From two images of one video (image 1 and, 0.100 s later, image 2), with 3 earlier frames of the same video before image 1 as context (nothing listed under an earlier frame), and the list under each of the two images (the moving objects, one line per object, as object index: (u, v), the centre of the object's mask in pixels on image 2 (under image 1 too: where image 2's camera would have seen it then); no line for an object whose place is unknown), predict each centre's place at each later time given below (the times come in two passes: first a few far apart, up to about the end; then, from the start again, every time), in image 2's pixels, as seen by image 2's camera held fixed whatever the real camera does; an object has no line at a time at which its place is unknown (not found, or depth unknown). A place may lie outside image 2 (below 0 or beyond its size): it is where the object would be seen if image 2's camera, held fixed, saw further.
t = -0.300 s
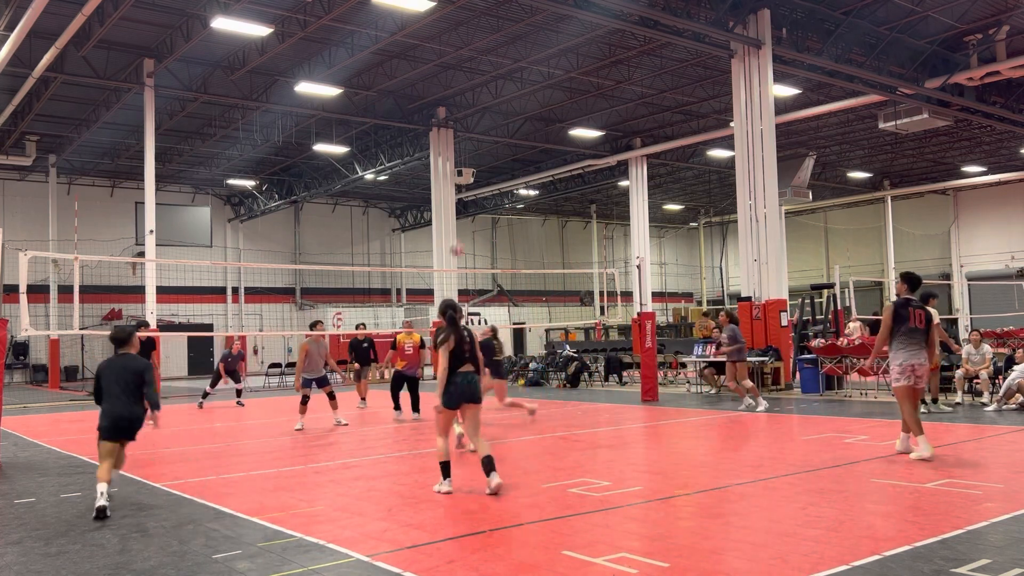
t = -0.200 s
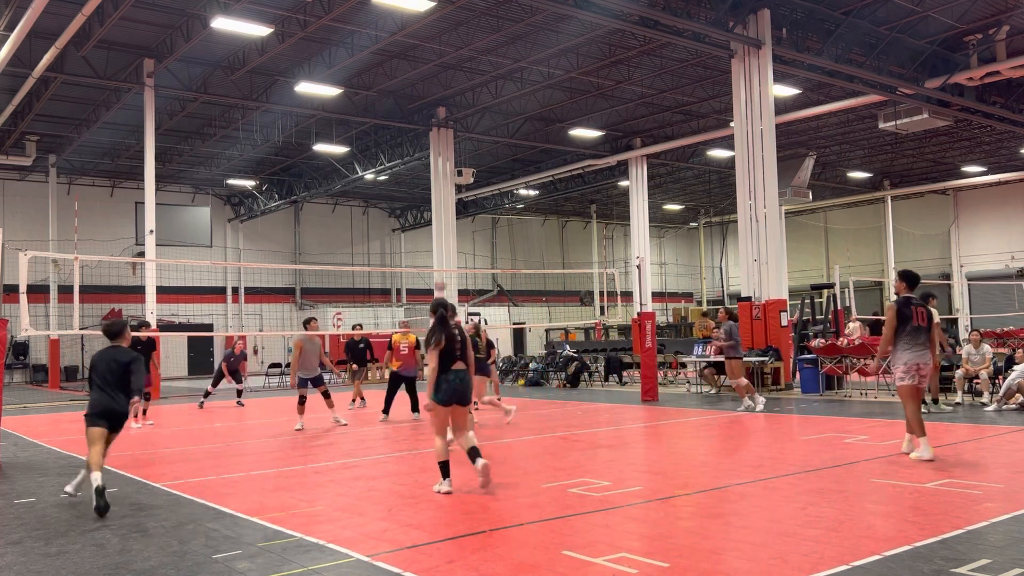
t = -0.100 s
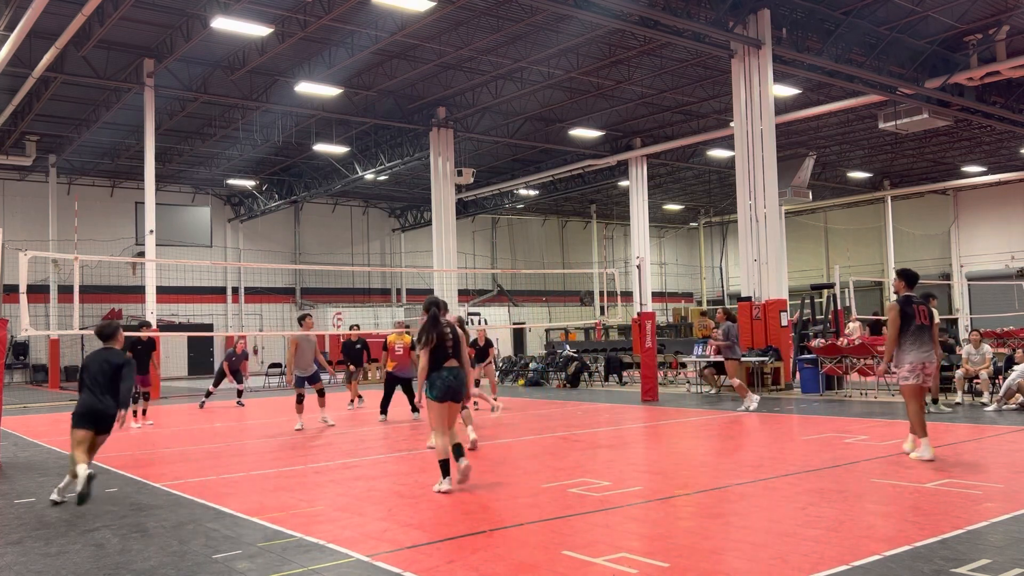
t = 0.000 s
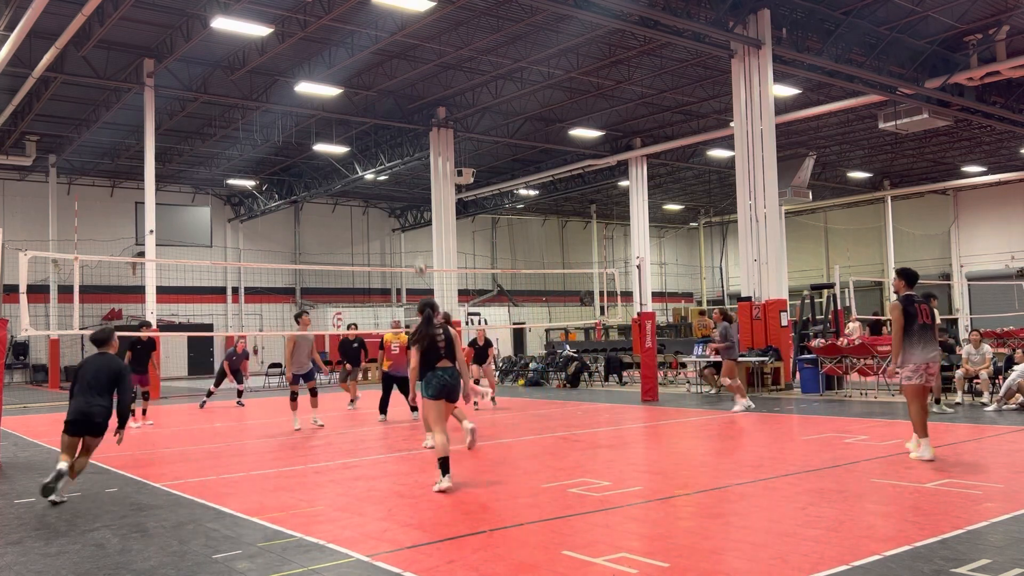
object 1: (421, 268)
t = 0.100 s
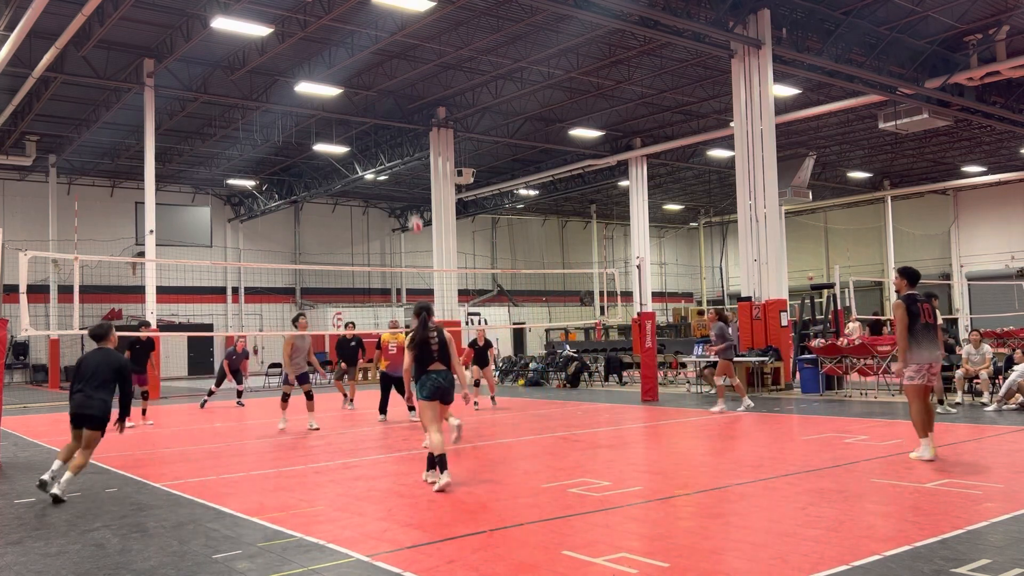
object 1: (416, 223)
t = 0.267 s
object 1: (407, 163)
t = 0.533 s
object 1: (396, 97)
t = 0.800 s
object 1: (385, 81)
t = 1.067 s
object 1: (375, 141)
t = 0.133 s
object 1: (414, 211)
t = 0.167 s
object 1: (412, 199)
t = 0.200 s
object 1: (410, 186)
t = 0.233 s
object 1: (409, 174)
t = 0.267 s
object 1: (407, 163)
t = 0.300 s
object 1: (406, 153)
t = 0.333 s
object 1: (404, 143)
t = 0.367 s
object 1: (403, 134)
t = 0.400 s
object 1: (401, 125)
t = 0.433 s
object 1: (400, 117)
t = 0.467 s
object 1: (398, 109)
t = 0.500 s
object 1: (397, 103)
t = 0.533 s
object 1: (396, 97)
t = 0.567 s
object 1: (394, 91)
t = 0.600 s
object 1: (392, 86)
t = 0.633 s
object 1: (392, 85)
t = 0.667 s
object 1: (390, 82)
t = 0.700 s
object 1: (389, 81)
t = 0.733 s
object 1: (388, 80)
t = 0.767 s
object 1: (386, 81)
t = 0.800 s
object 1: (385, 81)
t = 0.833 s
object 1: (384, 85)
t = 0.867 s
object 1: (382, 89)
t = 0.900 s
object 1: (381, 94)
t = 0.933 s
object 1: (380, 101)
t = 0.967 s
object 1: (378, 108)
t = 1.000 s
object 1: (377, 118)
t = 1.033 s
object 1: (376, 129)
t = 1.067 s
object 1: (375, 141)
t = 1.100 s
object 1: (374, 154)
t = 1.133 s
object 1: (372, 169)
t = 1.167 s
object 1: (371, 189)
